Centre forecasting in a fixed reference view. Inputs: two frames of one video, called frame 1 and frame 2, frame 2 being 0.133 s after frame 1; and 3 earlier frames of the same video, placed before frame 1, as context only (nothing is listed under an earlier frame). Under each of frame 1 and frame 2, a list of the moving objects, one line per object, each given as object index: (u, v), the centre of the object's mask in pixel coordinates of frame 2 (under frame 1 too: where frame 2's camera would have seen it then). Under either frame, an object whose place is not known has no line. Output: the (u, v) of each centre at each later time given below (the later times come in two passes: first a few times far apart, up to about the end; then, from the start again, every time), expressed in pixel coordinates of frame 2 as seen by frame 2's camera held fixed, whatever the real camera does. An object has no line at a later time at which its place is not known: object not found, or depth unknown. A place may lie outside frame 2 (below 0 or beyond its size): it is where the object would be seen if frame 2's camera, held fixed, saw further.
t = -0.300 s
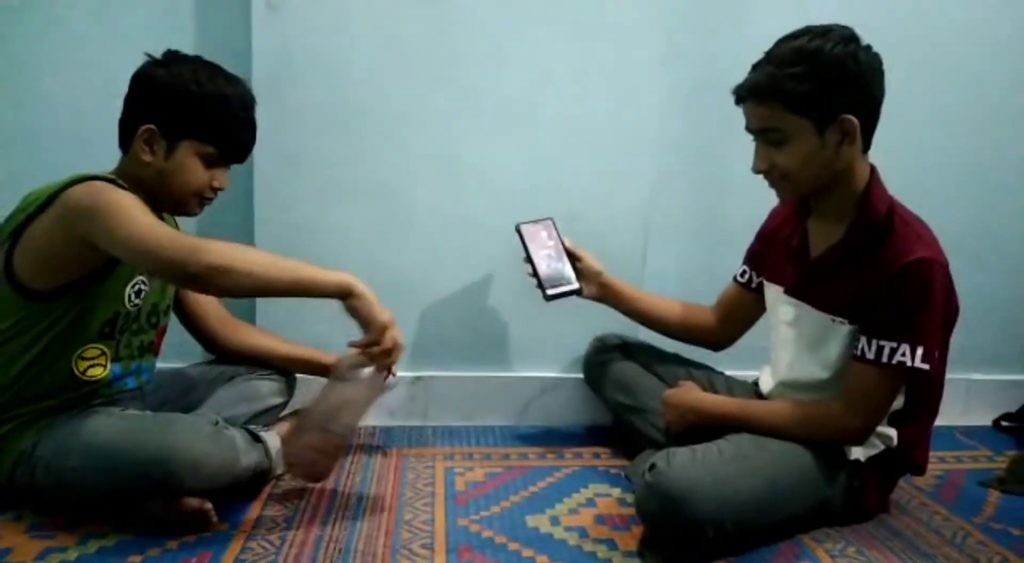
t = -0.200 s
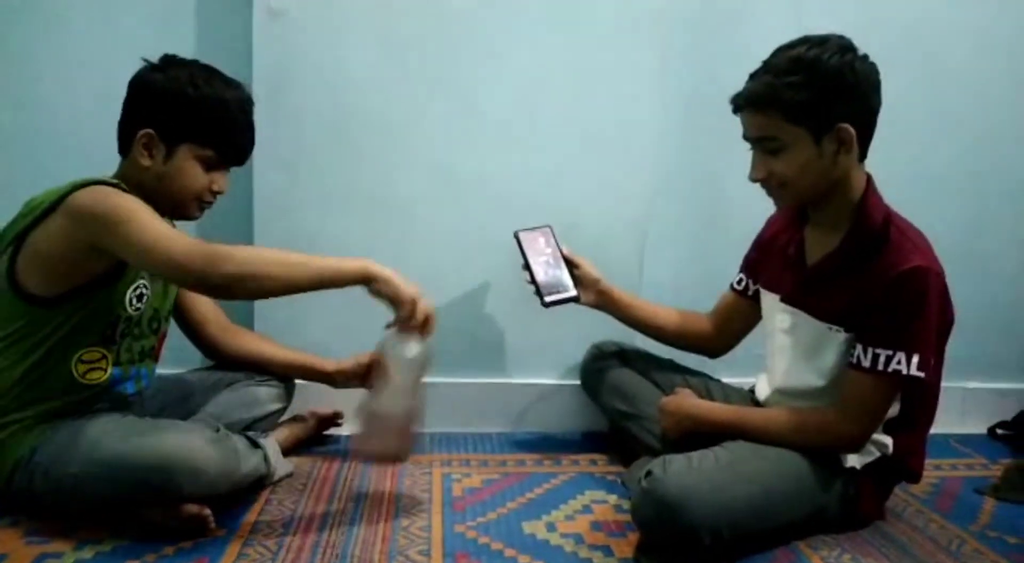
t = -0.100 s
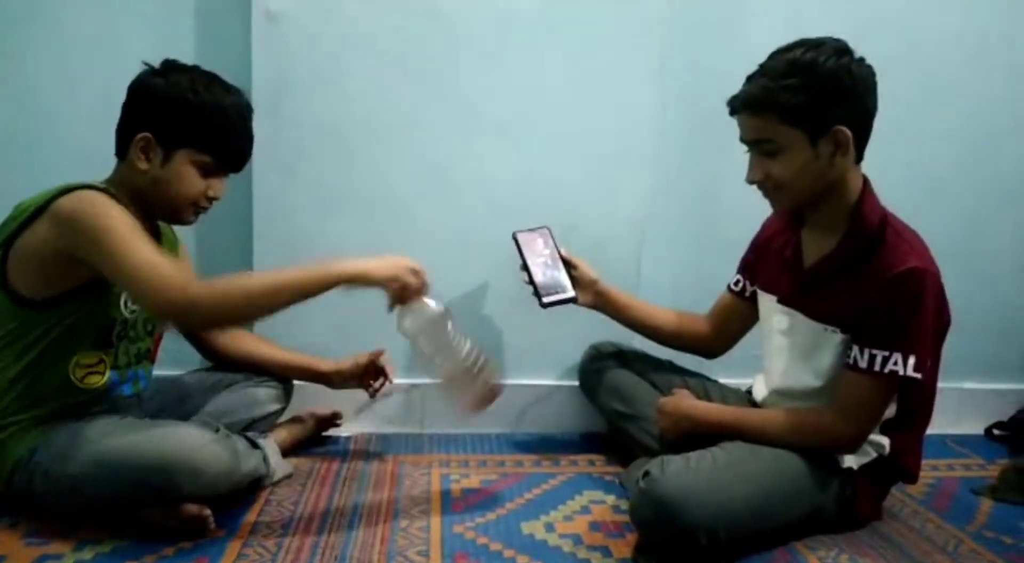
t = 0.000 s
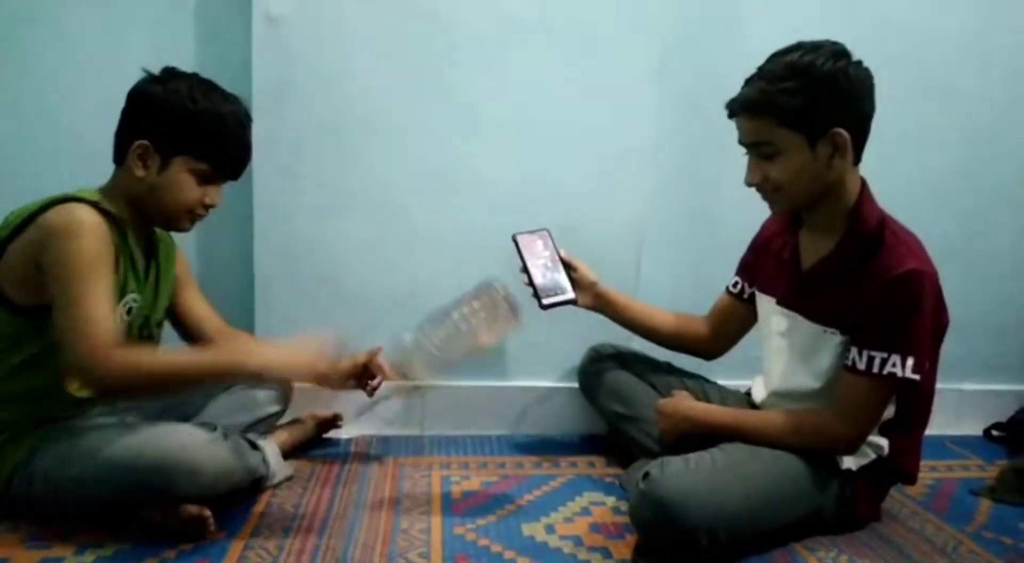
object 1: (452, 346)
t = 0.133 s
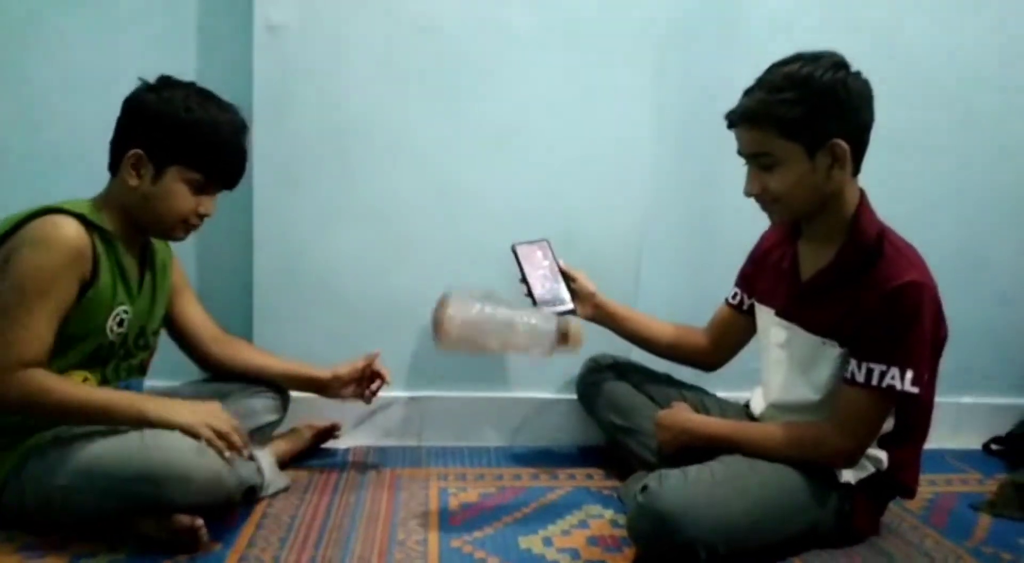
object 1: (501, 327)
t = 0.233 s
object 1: (486, 377)
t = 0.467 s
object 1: (443, 443)
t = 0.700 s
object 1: (466, 445)
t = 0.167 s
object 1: (499, 333)
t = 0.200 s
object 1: (494, 349)
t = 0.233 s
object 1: (486, 377)
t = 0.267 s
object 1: (478, 419)
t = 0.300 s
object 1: (470, 444)
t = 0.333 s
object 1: (461, 443)
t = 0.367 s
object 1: (456, 443)
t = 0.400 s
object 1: (451, 443)
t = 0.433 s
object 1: (446, 443)
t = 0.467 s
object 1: (443, 443)
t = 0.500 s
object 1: (442, 443)
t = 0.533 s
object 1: (442, 443)
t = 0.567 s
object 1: (442, 442)
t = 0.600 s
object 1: (445, 443)
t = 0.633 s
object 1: (450, 444)
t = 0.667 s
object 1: (457, 445)
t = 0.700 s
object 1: (466, 445)
